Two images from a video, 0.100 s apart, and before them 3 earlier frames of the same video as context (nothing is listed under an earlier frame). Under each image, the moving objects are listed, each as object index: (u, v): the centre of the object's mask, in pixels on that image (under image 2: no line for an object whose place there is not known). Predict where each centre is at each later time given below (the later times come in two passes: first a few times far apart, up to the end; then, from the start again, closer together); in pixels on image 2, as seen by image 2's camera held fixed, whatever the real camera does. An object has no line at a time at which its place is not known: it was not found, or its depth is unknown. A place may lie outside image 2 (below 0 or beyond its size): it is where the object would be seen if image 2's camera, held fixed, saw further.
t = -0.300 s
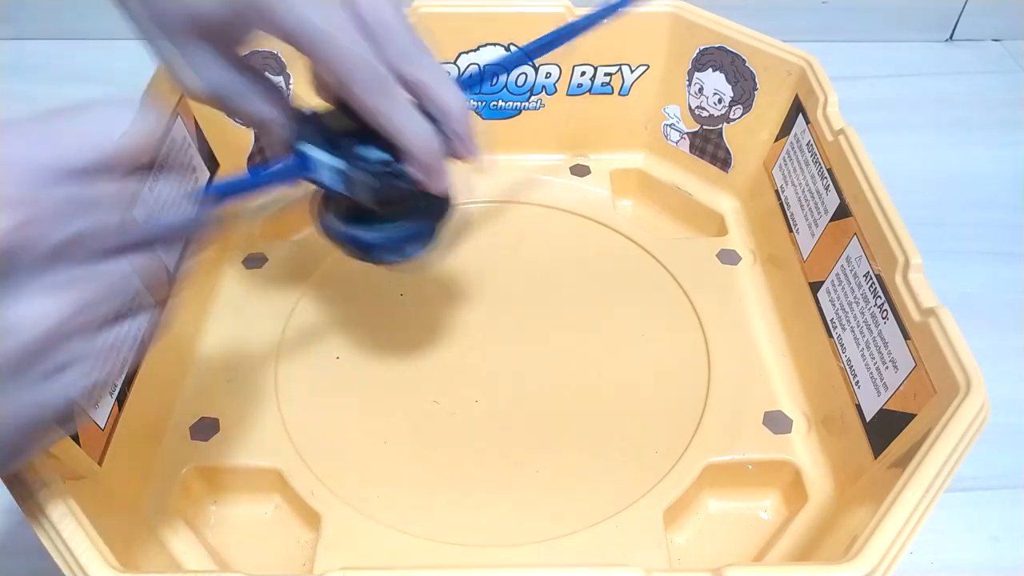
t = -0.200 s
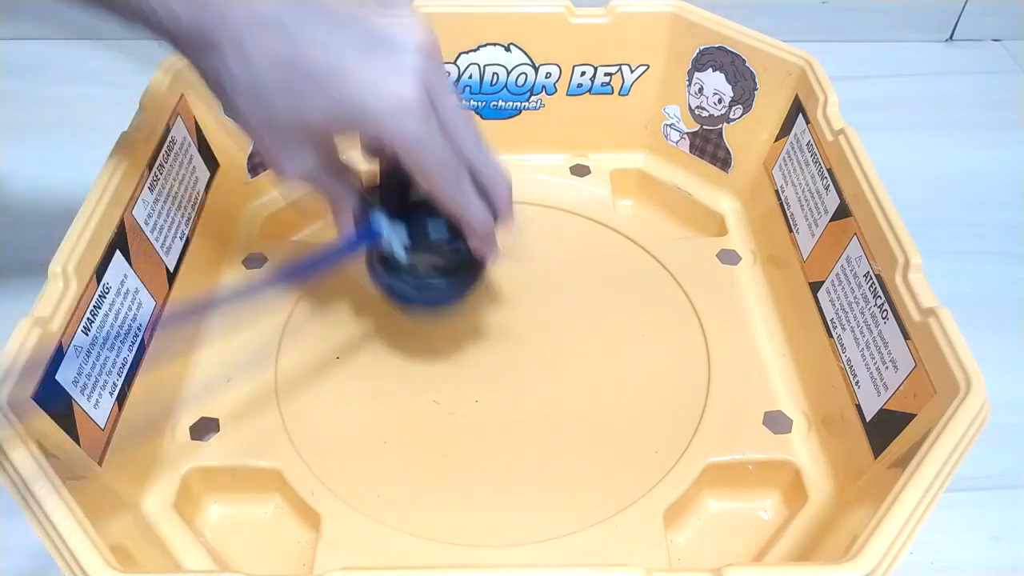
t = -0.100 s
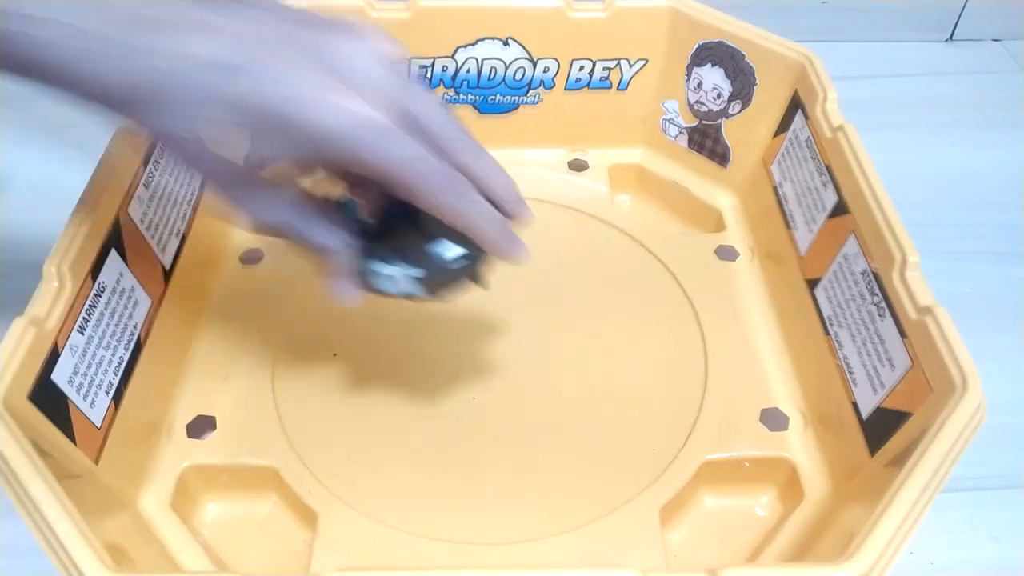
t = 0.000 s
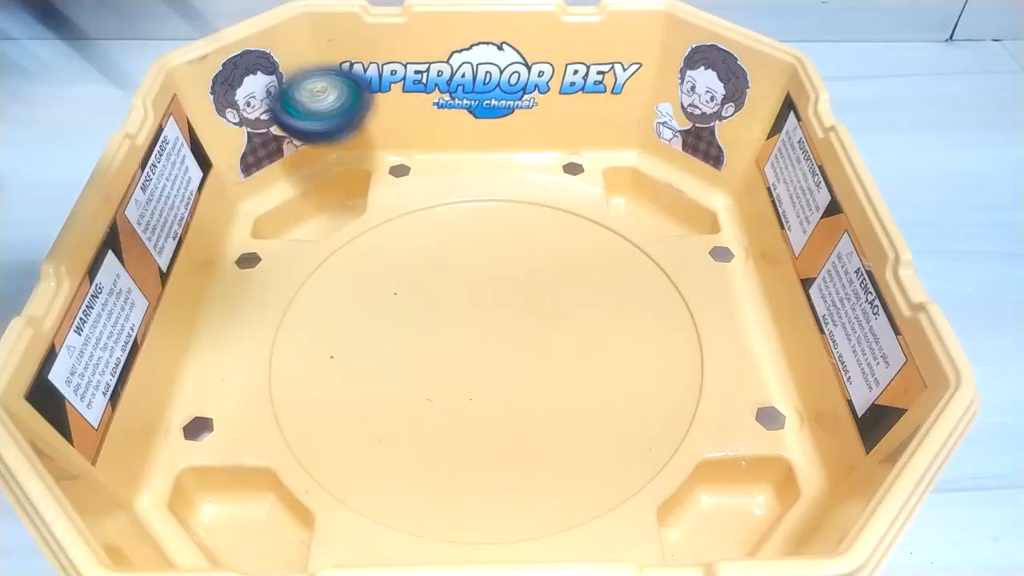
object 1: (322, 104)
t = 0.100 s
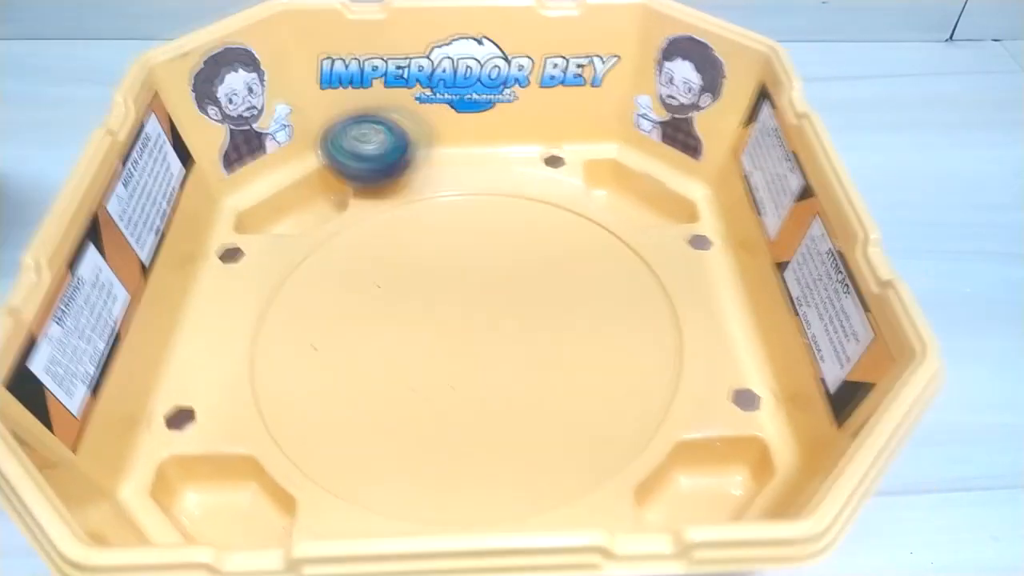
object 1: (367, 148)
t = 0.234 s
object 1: (484, 189)
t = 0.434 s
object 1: (647, 348)
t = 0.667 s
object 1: (396, 464)
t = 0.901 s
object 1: (309, 376)
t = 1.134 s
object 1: (380, 330)
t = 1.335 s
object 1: (417, 319)
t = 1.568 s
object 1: (441, 313)
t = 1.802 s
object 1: (457, 309)
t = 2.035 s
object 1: (465, 306)
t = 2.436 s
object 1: (454, 306)
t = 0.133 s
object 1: (402, 142)
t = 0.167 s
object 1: (421, 143)
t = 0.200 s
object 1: (451, 158)
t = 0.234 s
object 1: (484, 189)
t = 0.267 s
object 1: (513, 208)
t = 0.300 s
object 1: (543, 219)
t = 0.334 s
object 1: (578, 249)
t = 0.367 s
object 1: (613, 295)
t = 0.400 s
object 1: (632, 316)
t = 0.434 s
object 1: (647, 348)
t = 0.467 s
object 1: (659, 393)
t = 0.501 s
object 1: (622, 414)
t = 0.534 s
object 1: (577, 434)
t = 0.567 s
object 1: (531, 451)
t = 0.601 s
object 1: (483, 460)
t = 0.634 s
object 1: (436, 466)
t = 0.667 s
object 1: (396, 464)
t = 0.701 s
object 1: (359, 454)
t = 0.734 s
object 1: (329, 437)
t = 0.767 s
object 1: (317, 430)
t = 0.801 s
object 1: (305, 414)
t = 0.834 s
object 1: (302, 398)
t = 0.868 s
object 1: (303, 389)
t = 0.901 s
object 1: (309, 376)
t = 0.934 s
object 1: (319, 365)
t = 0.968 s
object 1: (327, 359)
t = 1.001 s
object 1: (338, 351)
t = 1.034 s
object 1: (350, 343)
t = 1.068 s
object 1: (358, 339)
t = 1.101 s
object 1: (369, 334)
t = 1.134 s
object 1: (380, 330)
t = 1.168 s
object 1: (387, 328)
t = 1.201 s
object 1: (395, 326)
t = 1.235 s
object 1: (402, 323)
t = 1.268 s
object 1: (407, 322)
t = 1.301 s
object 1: (413, 320)
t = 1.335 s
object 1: (417, 319)
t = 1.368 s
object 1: (421, 318)
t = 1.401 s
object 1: (425, 317)
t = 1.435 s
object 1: (429, 316)
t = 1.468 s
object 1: (432, 315)
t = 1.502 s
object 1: (436, 314)
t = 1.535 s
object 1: (439, 314)
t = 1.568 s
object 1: (441, 313)
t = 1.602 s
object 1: (444, 312)
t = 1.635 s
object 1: (447, 311)
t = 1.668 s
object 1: (449, 311)
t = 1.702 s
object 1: (451, 310)
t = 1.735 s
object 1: (454, 310)
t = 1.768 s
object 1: (455, 309)
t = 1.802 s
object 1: (457, 309)
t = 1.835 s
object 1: (459, 308)
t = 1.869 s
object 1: (460, 308)
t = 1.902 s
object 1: (461, 307)
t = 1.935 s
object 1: (462, 307)
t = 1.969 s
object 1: (464, 307)
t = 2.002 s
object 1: (465, 306)
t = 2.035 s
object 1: (465, 306)
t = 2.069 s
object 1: (464, 306)
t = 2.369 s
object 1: (463, 307)
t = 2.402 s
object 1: (460, 306)
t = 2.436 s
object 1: (454, 306)
